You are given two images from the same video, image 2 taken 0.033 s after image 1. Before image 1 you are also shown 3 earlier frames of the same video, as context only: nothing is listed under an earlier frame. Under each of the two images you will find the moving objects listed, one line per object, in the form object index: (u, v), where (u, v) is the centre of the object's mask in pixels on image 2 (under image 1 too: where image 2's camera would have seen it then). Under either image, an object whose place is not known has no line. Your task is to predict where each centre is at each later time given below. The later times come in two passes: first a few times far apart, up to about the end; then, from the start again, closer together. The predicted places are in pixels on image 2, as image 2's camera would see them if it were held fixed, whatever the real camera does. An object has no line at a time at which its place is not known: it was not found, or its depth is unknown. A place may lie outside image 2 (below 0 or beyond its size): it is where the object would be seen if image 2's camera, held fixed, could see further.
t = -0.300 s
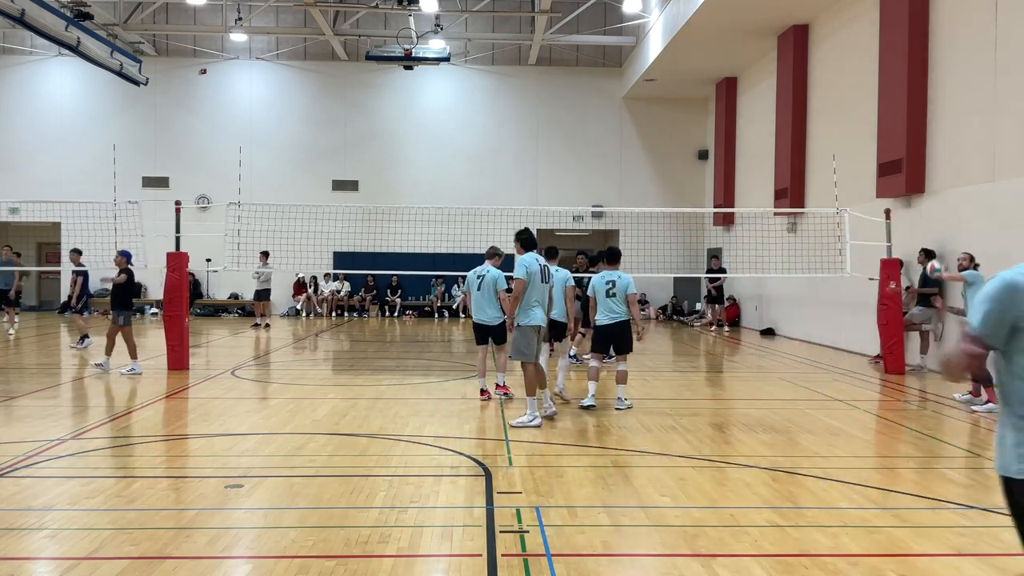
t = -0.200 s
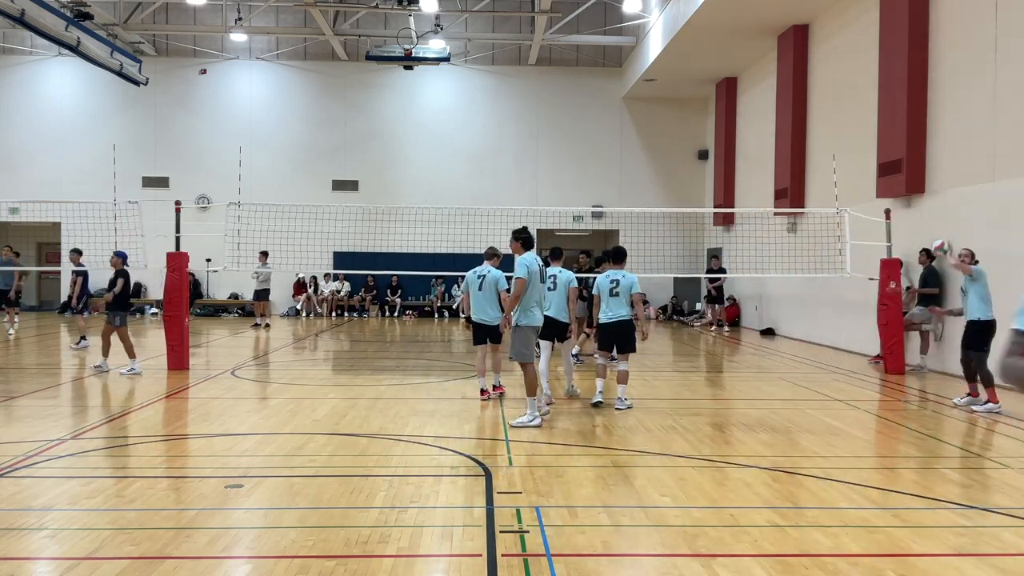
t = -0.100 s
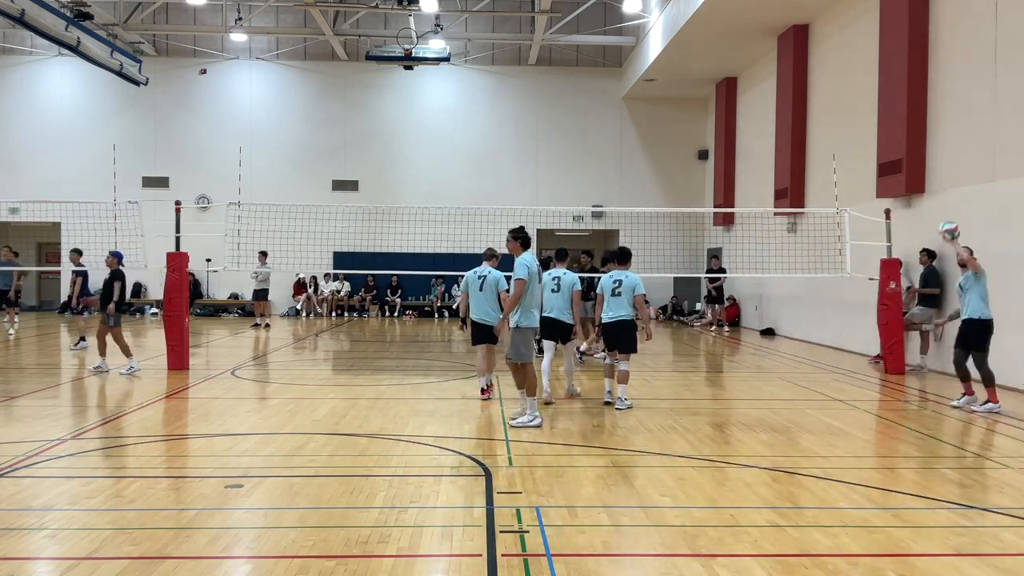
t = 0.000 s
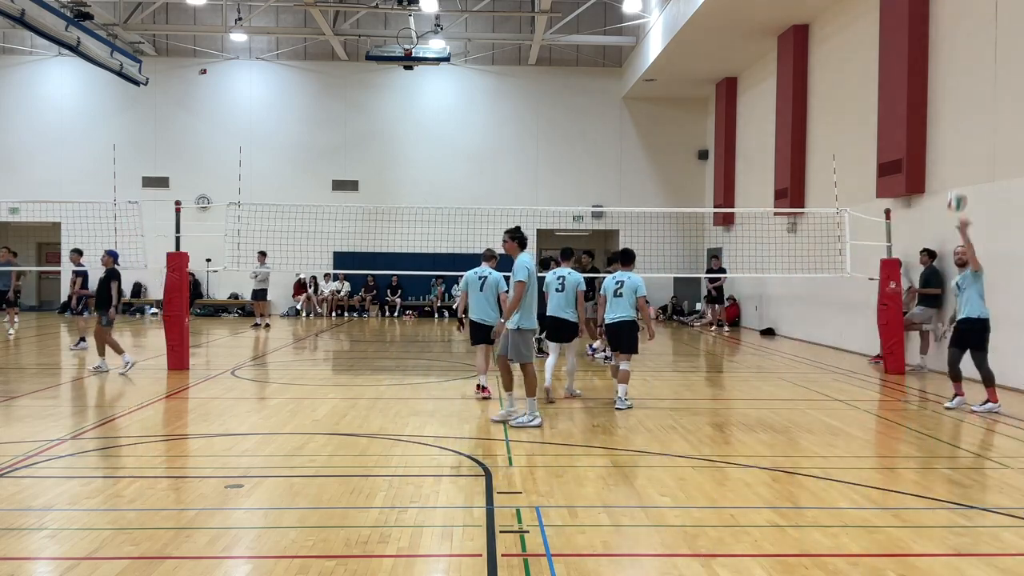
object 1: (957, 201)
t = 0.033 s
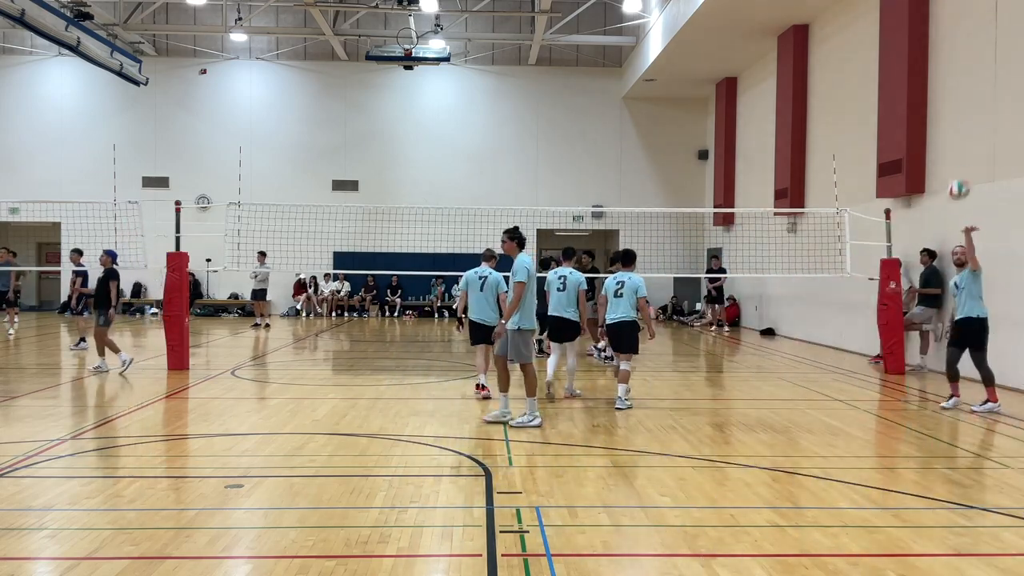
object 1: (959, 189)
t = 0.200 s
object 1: (972, 140)
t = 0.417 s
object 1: (993, 112)
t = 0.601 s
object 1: (1012, 129)
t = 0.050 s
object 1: (960, 183)
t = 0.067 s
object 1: (961, 177)
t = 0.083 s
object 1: (962, 172)
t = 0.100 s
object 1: (964, 167)
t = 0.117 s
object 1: (965, 162)
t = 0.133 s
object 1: (967, 157)
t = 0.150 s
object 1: (968, 153)
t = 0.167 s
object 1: (969, 149)
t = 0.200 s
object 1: (972, 140)
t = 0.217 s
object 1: (974, 137)
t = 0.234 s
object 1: (975, 134)
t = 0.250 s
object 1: (977, 130)
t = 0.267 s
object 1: (978, 127)
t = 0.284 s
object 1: (979, 125)
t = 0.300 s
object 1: (981, 122)
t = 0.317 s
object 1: (983, 119)
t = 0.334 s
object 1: (985, 117)
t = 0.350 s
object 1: (986, 116)
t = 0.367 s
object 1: (988, 114)
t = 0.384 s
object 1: (990, 113)
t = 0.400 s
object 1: (992, 113)
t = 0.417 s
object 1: (993, 112)
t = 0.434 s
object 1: (995, 111)
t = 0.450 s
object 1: (997, 112)
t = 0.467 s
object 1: (999, 112)
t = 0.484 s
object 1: (1001, 113)
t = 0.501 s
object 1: (1003, 114)
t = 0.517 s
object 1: (1005, 115)
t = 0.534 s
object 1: (1007, 117)
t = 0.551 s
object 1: (1008, 118)
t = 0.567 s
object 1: (1010, 122)
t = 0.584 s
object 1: (1011, 125)
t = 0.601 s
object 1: (1012, 129)
